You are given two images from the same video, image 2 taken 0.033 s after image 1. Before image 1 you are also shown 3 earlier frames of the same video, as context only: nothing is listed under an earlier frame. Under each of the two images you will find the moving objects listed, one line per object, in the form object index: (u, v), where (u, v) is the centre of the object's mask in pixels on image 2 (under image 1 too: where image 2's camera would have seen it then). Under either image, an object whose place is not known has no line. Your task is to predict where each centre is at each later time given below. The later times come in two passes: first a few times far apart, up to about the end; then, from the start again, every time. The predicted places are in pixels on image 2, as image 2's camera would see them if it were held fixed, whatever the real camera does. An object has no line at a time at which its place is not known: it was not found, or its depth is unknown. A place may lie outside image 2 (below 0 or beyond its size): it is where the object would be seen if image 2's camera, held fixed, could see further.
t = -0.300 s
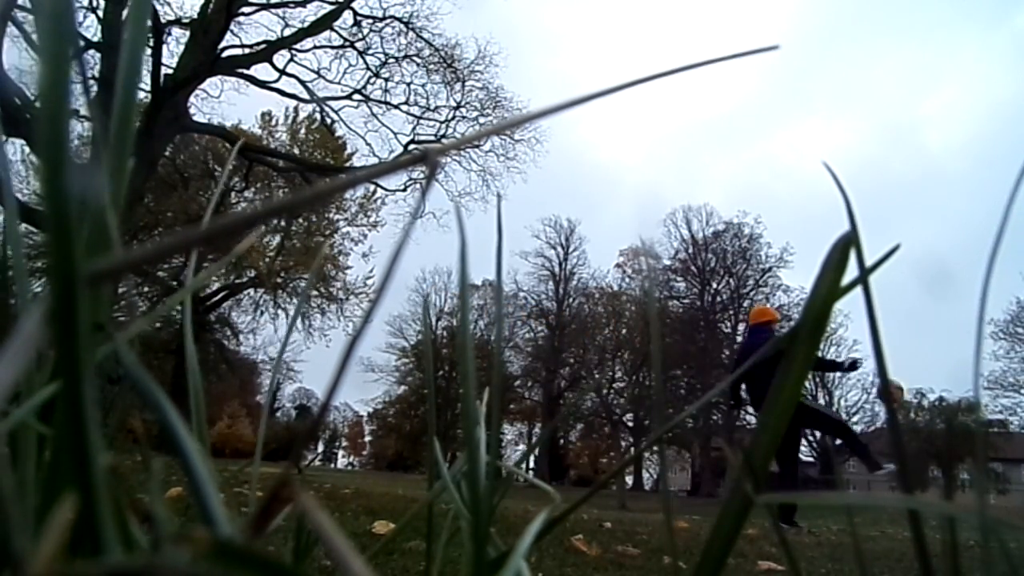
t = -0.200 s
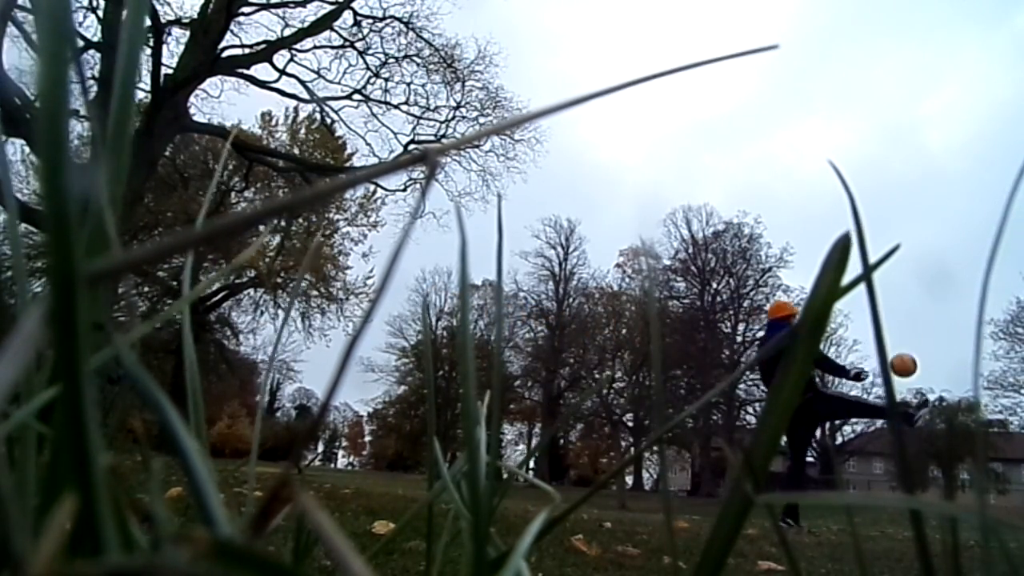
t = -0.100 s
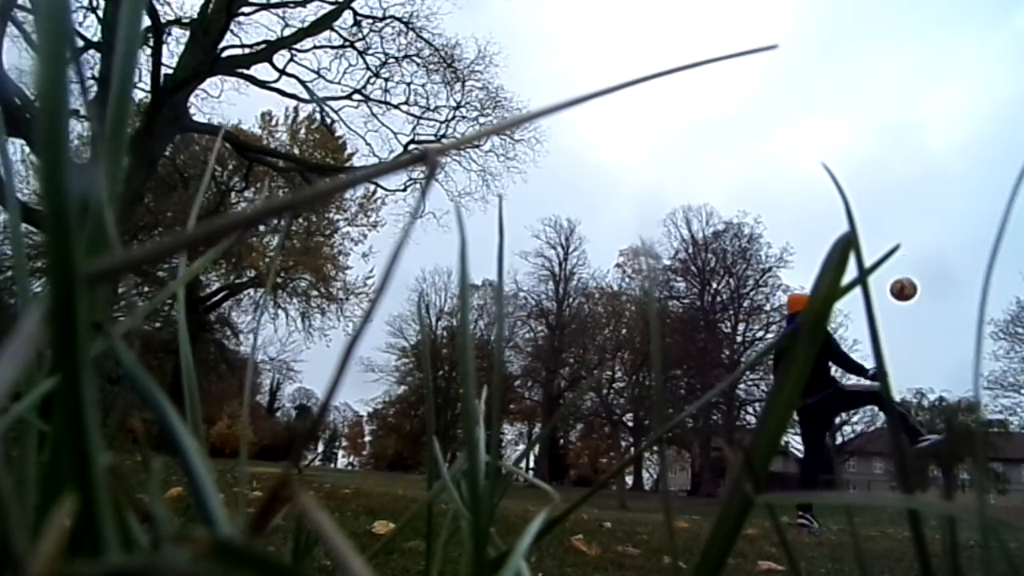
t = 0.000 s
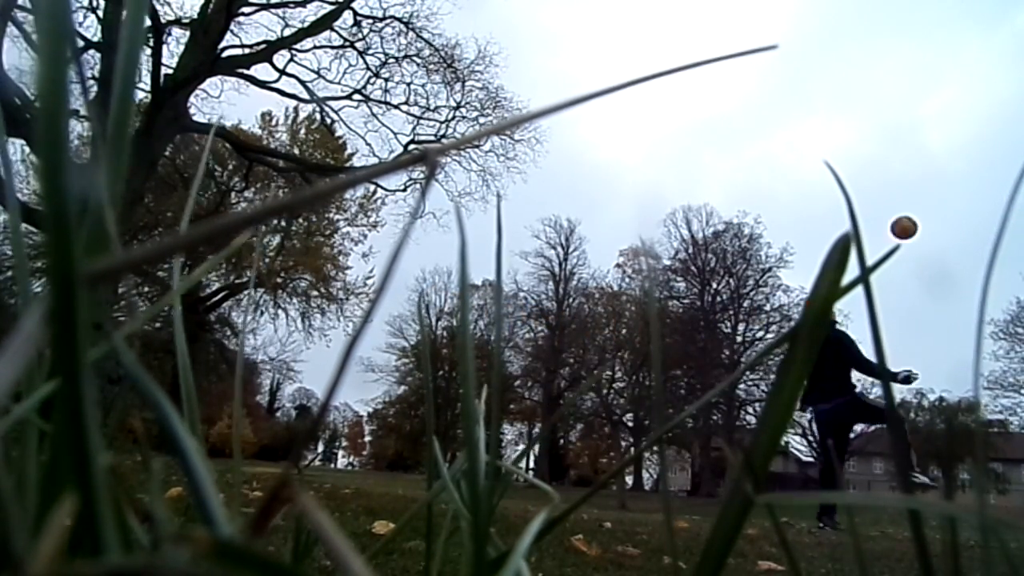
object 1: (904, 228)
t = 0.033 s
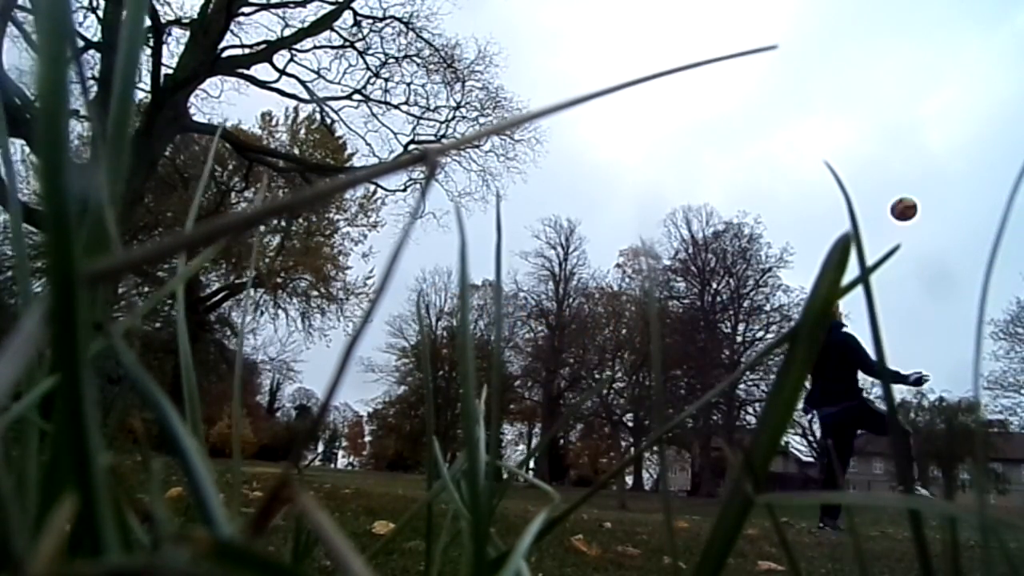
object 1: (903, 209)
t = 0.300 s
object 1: (904, 109)
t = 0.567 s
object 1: (909, 84)
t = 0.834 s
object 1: (918, 144)
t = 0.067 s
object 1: (903, 192)
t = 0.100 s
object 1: (903, 176)
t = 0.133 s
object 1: (904, 163)
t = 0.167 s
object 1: (904, 149)
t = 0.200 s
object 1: (904, 138)
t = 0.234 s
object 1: (904, 126)
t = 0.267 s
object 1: (904, 117)
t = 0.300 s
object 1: (904, 109)
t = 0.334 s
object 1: (905, 102)
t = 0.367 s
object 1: (905, 96)
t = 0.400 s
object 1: (906, 90)
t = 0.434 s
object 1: (906, 86)
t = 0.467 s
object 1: (907, 84)
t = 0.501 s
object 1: (907, 83)
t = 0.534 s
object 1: (908, 83)
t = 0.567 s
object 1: (909, 84)
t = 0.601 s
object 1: (910, 86)
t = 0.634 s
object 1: (910, 90)
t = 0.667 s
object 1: (911, 95)
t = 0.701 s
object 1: (913, 102)
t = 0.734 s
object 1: (914, 110)
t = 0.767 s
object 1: (915, 119)
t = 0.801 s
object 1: (917, 130)
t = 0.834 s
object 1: (918, 144)
